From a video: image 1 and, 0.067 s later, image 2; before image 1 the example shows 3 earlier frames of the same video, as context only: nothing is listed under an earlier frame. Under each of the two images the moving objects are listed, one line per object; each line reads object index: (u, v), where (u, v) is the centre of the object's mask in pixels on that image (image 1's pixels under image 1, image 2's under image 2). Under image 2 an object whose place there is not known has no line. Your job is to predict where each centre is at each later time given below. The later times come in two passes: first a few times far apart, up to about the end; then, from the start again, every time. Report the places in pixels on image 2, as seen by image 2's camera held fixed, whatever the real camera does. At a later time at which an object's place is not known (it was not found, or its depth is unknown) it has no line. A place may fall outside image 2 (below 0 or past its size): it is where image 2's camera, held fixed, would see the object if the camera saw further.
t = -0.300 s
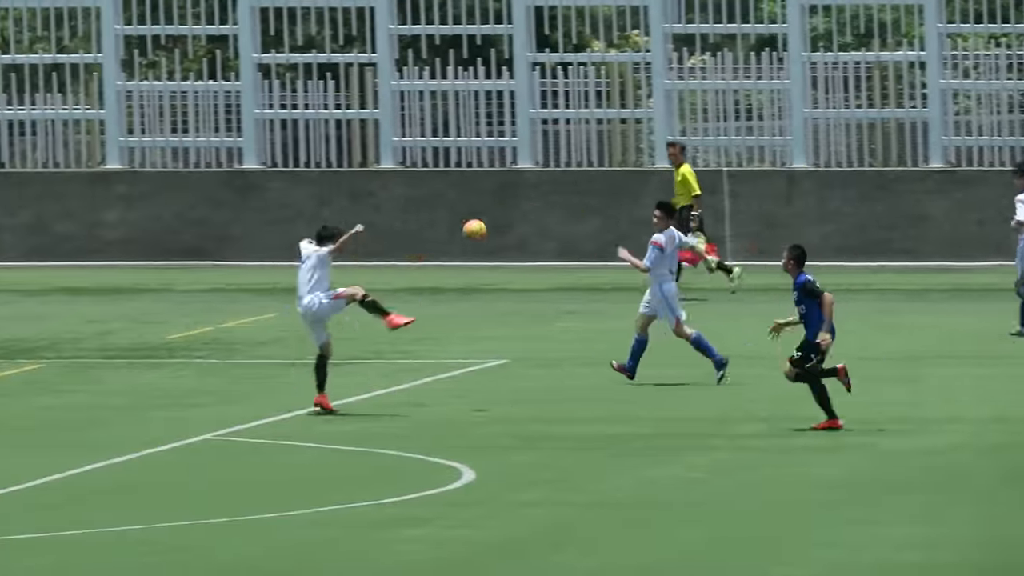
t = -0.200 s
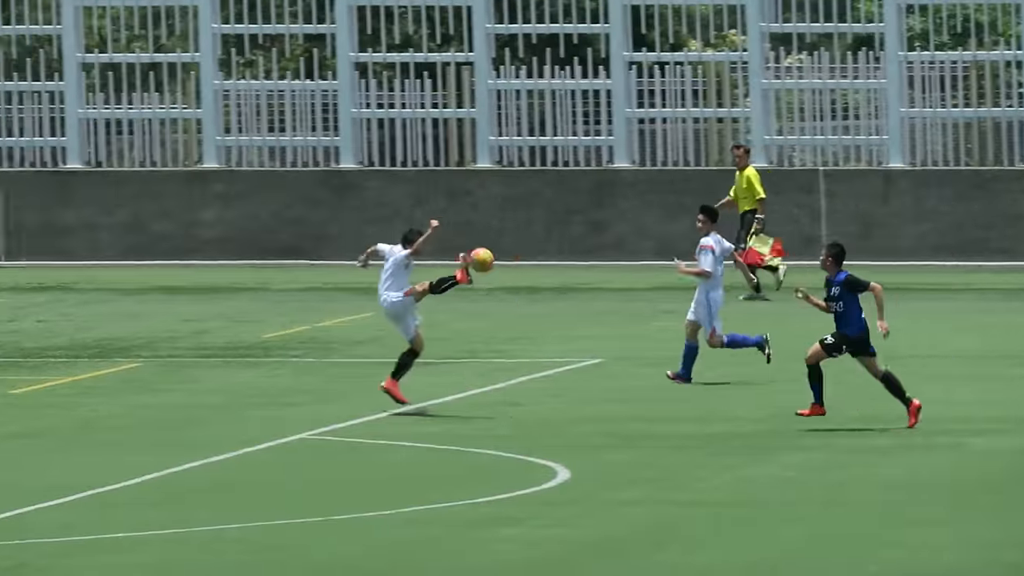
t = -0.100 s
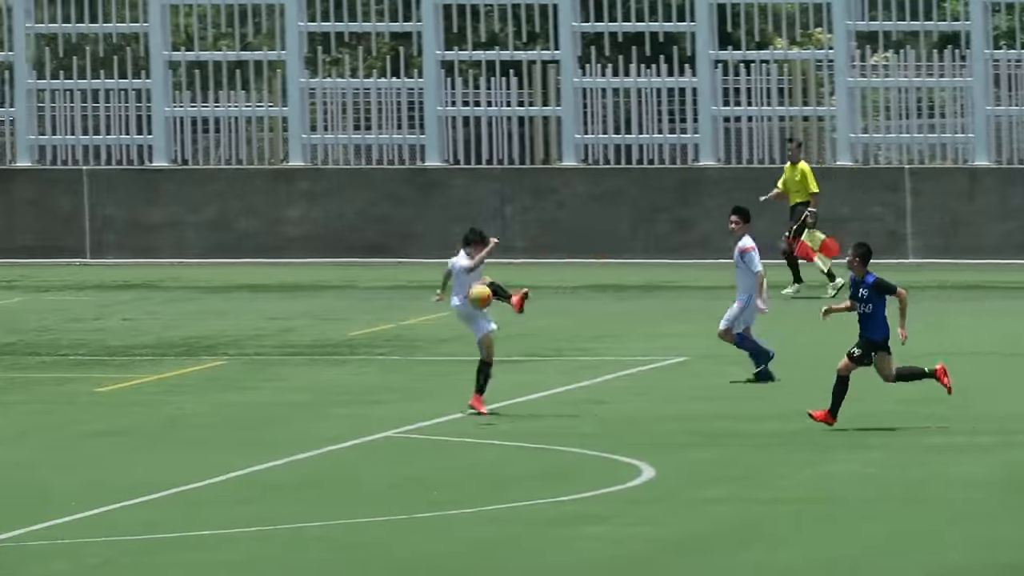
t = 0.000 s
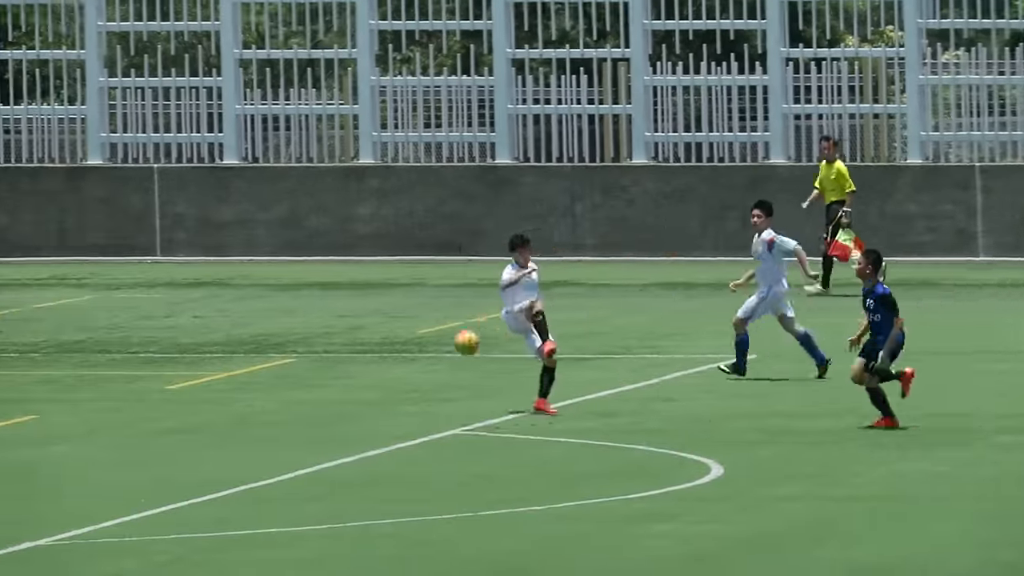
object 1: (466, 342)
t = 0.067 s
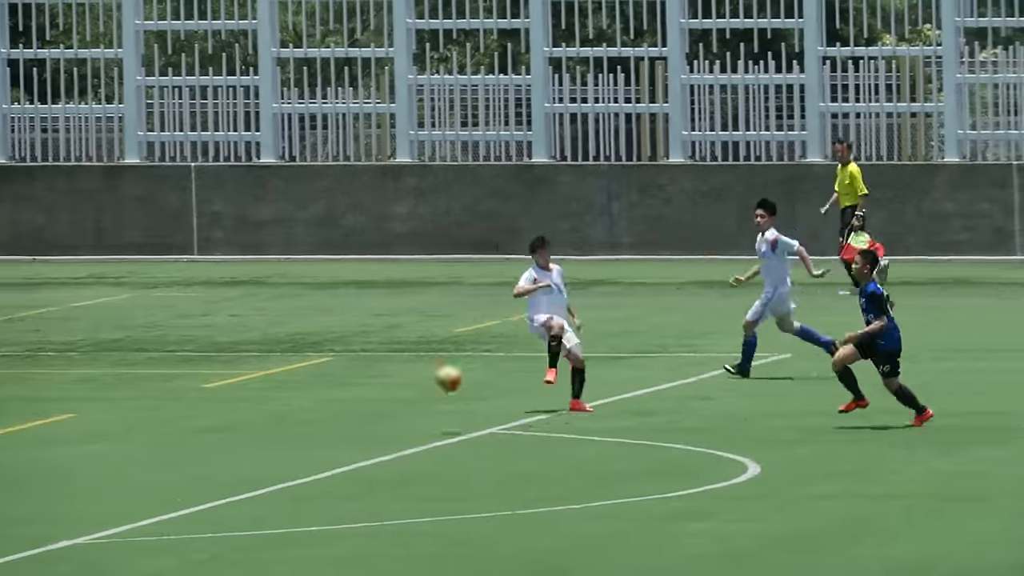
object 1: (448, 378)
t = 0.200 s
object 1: (360, 411)
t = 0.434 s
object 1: (257, 355)
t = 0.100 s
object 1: (423, 398)
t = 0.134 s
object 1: (396, 420)
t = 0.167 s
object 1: (376, 425)
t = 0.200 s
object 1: (360, 411)
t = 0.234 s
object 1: (344, 399)
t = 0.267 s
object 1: (329, 388)
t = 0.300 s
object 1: (314, 379)
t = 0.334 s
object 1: (301, 371)
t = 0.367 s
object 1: (285, 364)
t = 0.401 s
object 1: (270, 358)
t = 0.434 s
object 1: (257, 355)
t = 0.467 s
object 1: (243, 353)
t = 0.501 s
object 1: (229, 351)
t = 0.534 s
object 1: (215, 352)
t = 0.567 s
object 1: (201, 354)
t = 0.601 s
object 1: (187, 358)
